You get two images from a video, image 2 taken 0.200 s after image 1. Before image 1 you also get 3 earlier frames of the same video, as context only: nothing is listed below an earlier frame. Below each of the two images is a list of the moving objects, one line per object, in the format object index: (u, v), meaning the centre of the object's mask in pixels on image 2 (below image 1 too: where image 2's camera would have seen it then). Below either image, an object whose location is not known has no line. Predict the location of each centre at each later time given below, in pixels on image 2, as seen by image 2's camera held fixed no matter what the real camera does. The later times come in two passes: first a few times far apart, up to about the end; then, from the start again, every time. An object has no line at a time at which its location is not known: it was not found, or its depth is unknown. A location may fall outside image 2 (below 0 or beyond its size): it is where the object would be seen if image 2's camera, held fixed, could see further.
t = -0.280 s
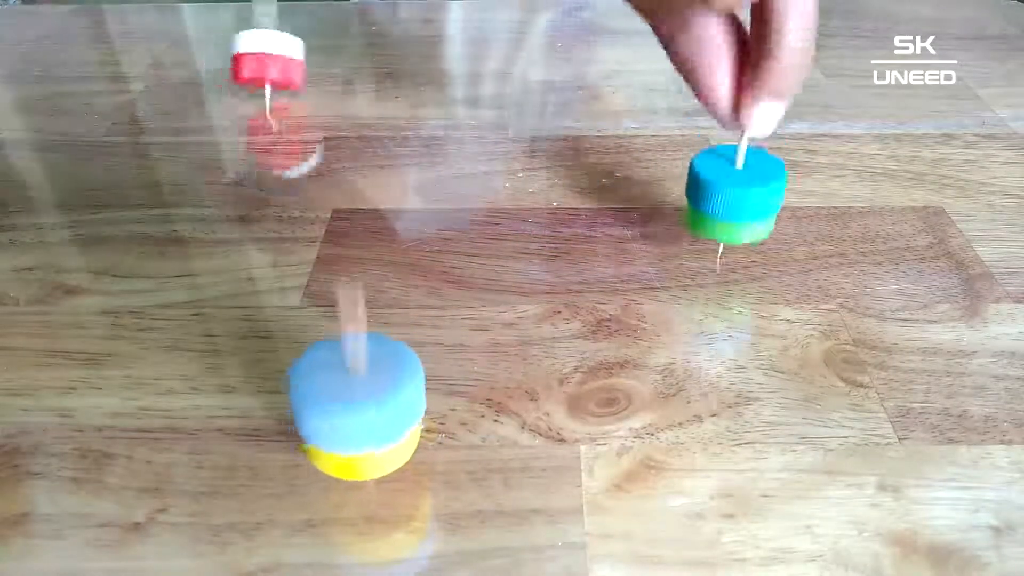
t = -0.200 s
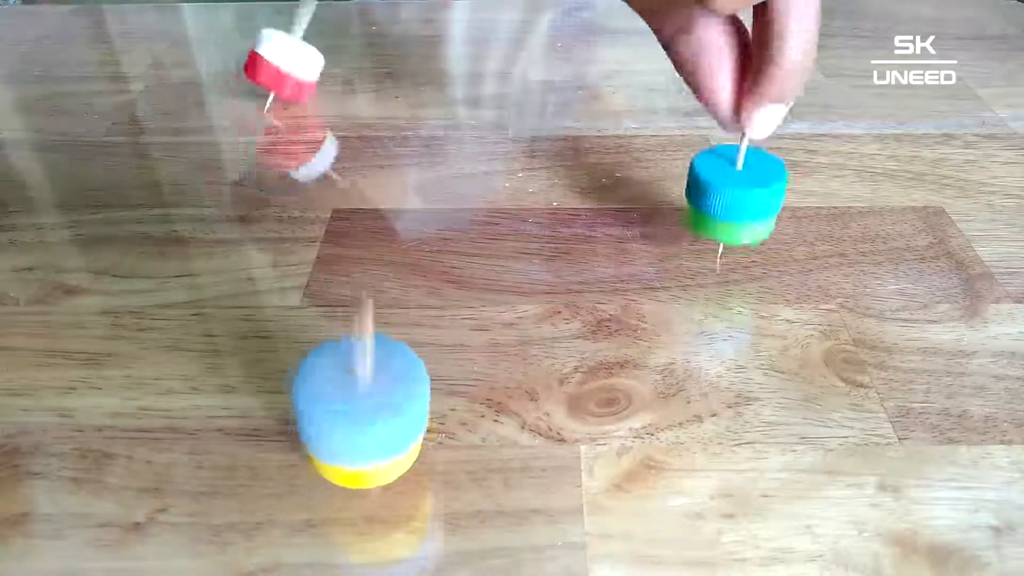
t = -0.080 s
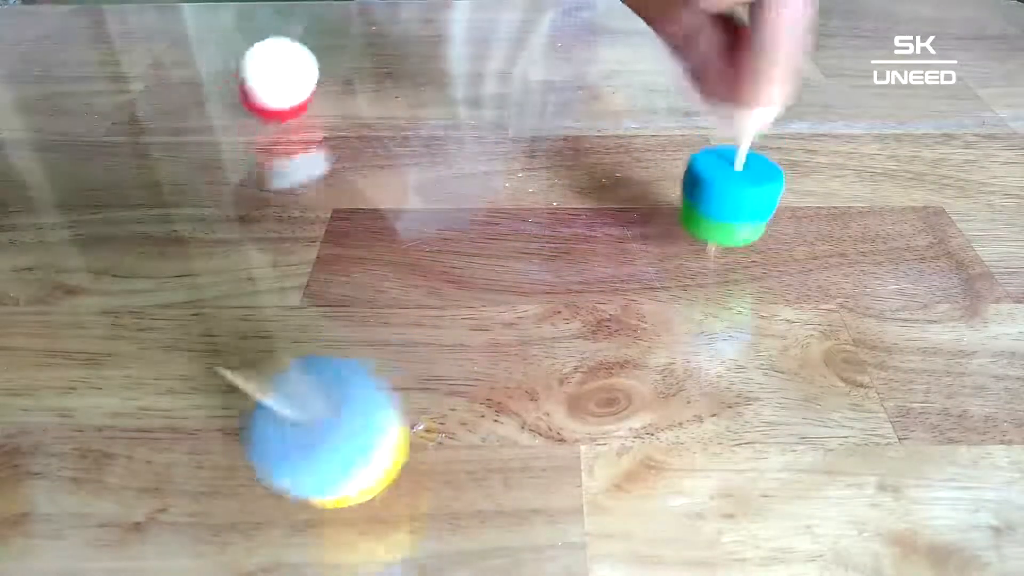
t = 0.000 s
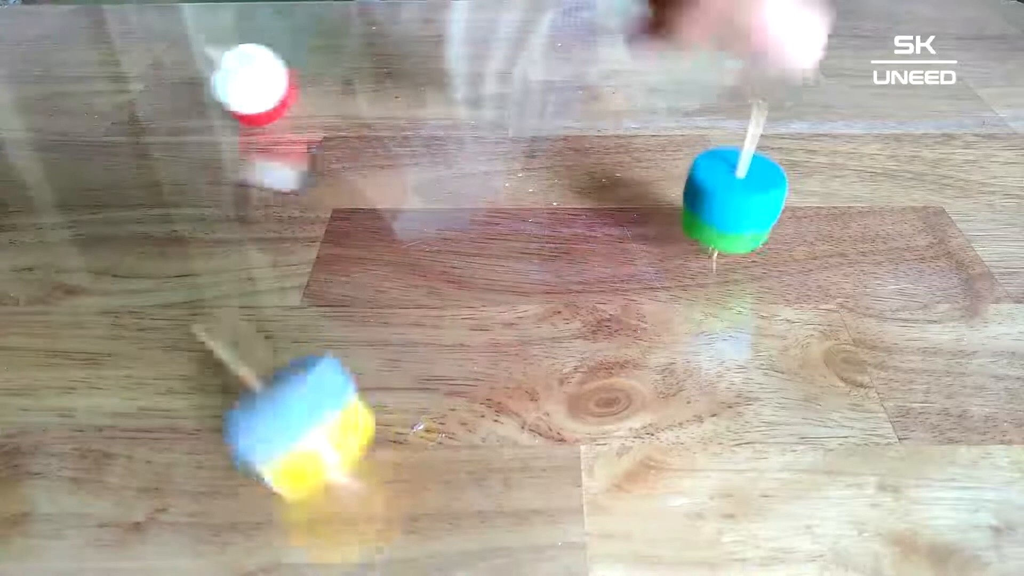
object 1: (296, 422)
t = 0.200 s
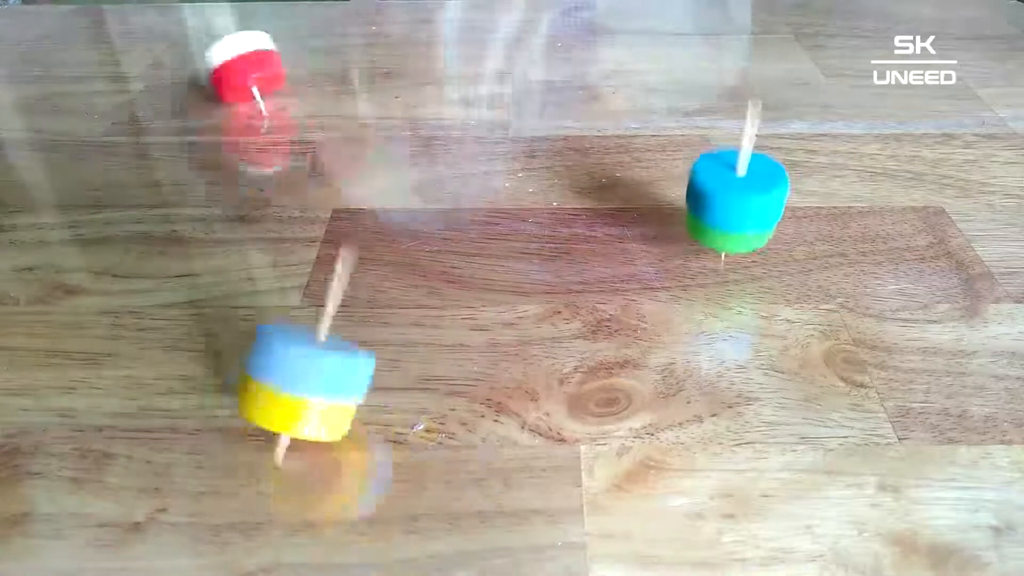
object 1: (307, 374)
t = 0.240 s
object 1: (301, 371)
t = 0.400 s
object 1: (264, 344)
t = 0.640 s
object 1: (234, 267)
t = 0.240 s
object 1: (301, 371)
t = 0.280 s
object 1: (292, 369)
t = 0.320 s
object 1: (285, 360)
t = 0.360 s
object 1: (271, 356)
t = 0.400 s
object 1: (264, 344)
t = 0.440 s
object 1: (252, 337)
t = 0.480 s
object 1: (244, 323)
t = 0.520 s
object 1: (238, 312)
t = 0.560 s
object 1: (233, 298)
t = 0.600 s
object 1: (233, 281)
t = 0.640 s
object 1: (234, 267)
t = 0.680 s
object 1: (238, 249)
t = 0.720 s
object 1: (246, 233)
